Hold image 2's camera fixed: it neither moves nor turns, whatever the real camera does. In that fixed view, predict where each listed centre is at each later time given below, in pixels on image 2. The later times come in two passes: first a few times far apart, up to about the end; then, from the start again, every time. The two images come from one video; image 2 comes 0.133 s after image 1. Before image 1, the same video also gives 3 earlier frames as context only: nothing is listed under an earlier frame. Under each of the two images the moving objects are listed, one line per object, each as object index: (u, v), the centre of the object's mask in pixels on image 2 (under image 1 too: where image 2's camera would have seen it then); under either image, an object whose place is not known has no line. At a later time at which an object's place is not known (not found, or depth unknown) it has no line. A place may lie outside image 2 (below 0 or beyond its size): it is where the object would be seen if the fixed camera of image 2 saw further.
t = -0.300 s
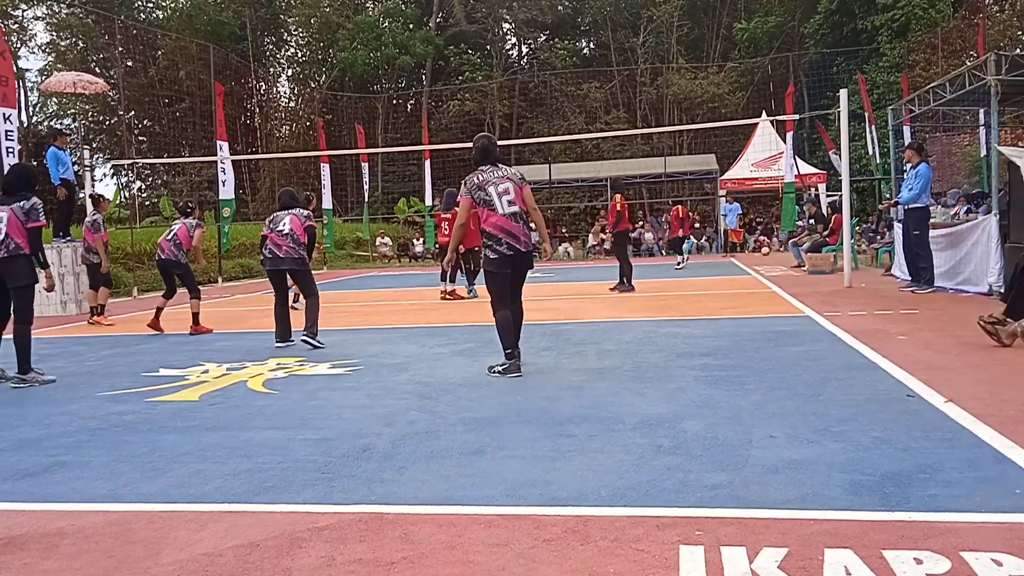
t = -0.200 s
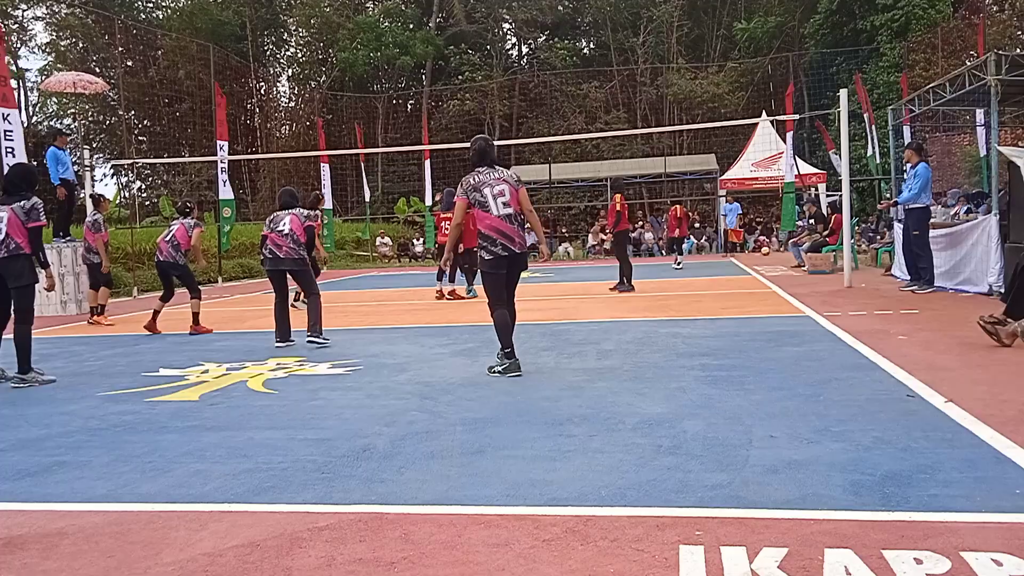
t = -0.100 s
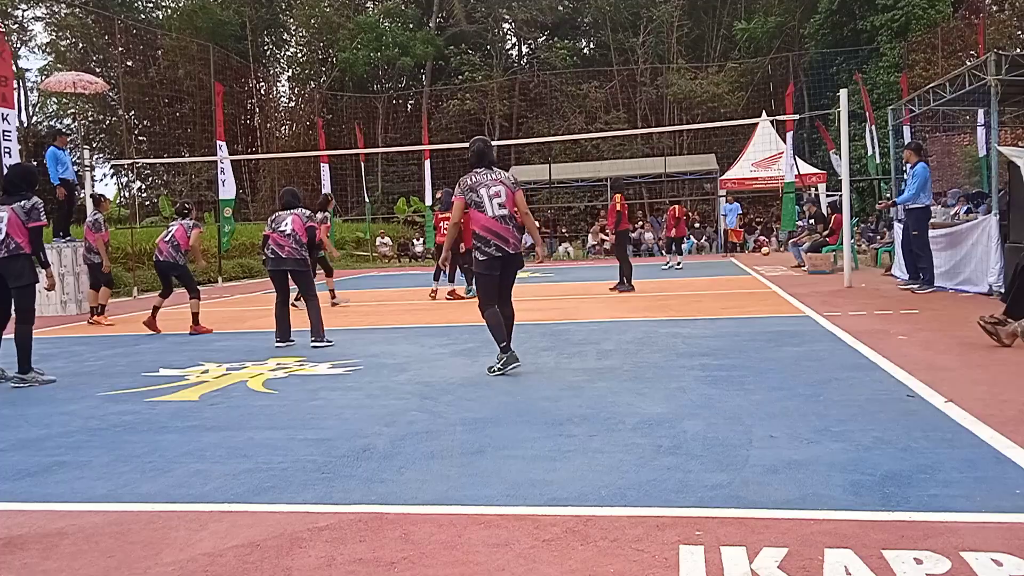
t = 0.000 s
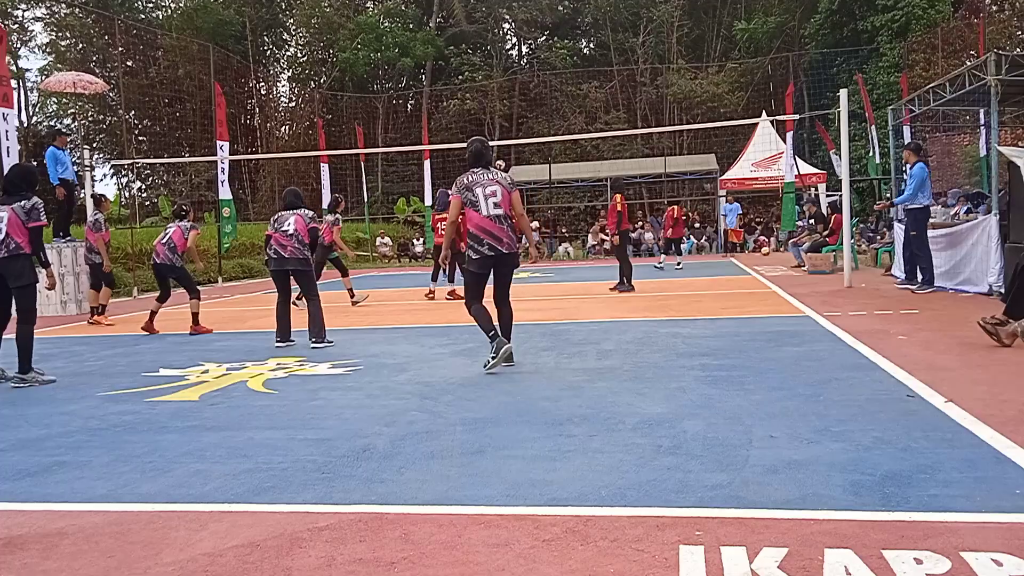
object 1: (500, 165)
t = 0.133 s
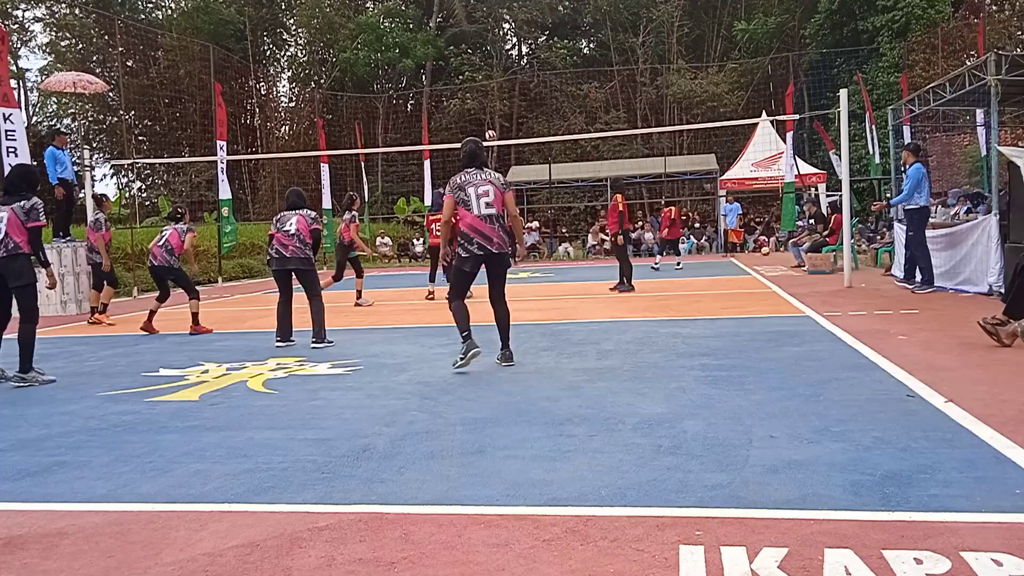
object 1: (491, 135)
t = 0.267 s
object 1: (481, 109)
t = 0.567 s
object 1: (448, 74)
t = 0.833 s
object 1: (405, 101)
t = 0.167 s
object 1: (488, 129)
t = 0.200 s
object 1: (485, 122)
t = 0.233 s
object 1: (483, 115)
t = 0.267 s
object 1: (481, 109)
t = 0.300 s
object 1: (478, 103)
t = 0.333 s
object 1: (475, 96)
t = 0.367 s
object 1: (472, 91)
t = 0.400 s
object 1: (468, 87)
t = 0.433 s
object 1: (465, 84)
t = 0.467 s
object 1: (461, 80)
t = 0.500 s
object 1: (457, 78)
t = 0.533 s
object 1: (453, 76)
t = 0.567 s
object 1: (448, 74)
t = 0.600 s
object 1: (444, 73)
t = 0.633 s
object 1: (439, 74)
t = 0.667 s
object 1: (433, 75)
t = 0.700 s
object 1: (428, 77)
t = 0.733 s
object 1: (422, 81)
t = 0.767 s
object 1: (417, 86)
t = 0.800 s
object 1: (411, 93)
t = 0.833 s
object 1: (405, 101)
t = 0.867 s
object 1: (398, 111)
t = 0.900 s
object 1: (392, 124)
